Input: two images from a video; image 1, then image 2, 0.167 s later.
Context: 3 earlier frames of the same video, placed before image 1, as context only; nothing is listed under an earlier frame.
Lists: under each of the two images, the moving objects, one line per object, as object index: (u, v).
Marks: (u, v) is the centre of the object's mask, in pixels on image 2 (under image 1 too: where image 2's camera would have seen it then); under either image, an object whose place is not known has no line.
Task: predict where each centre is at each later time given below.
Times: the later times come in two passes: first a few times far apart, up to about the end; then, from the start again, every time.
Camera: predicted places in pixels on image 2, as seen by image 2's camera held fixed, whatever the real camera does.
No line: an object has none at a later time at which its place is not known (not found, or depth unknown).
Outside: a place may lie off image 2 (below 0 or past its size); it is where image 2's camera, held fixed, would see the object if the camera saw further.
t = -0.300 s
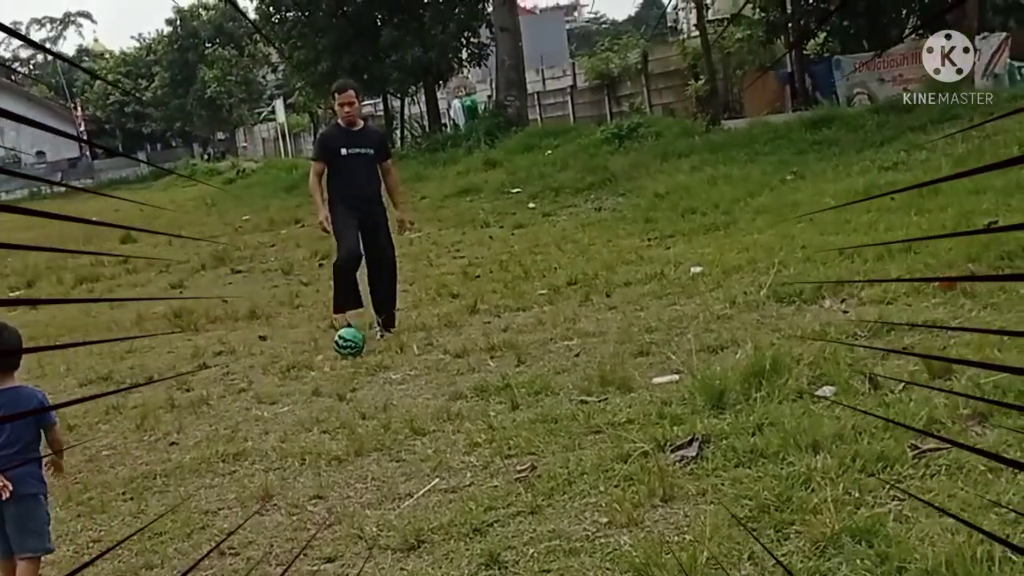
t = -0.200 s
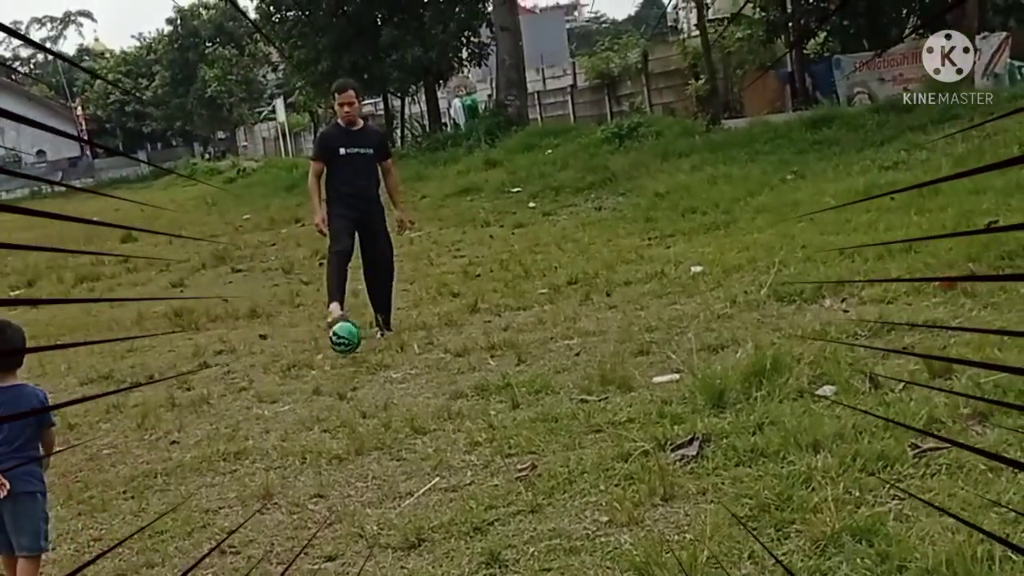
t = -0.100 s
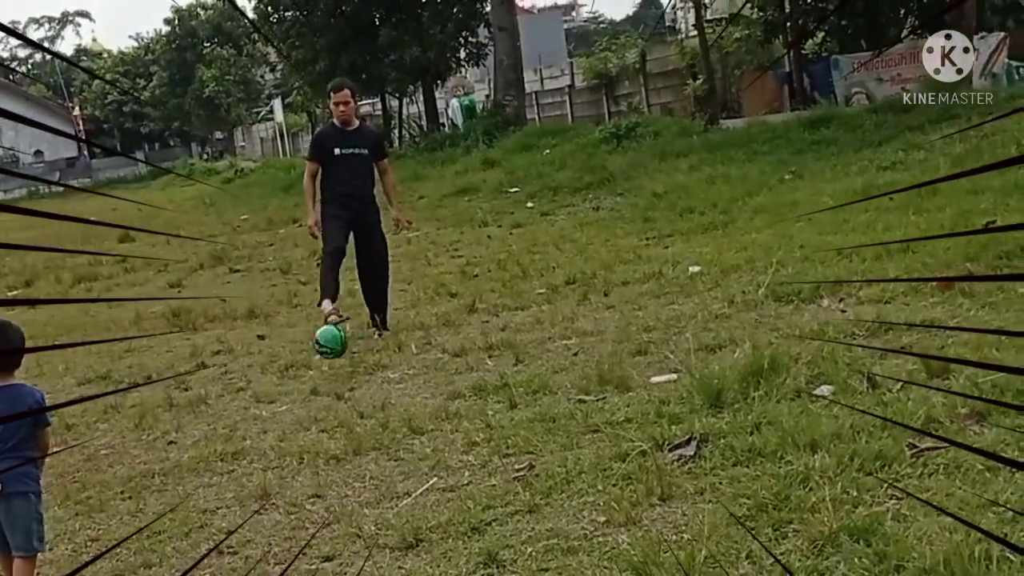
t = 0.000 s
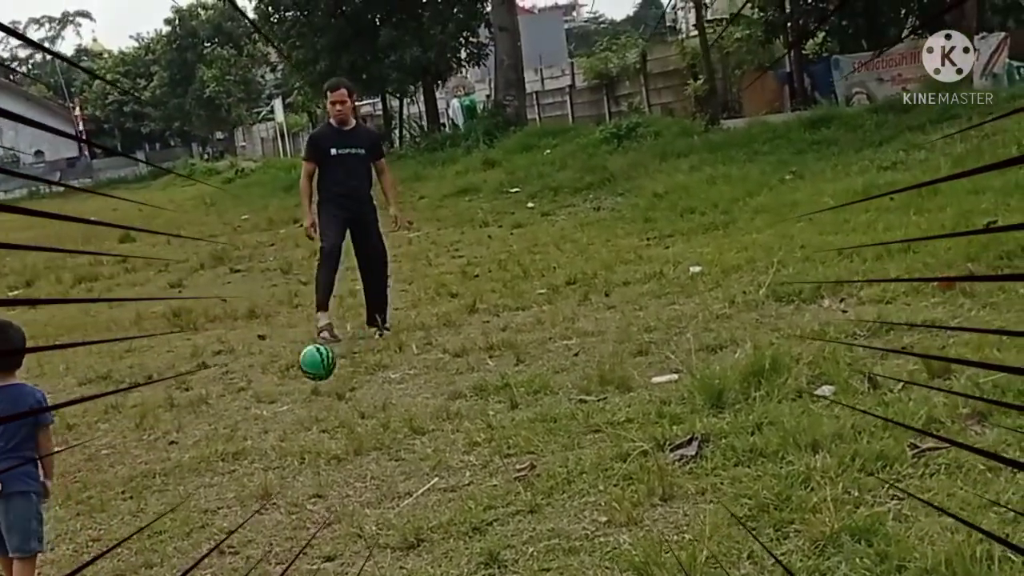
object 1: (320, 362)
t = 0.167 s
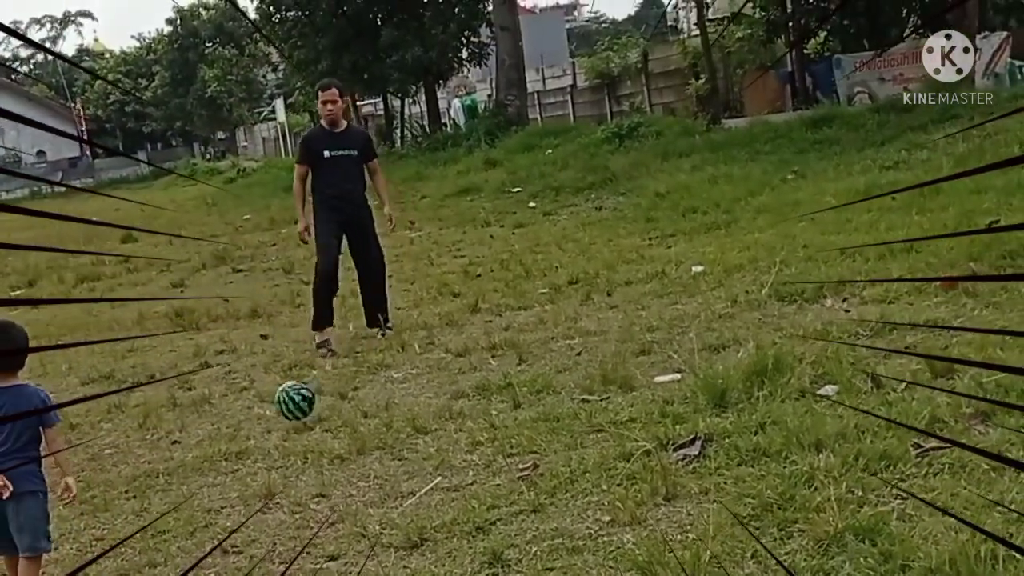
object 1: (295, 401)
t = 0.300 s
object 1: (273, 417)
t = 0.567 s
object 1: (241, 459)
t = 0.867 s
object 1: (213, 479)
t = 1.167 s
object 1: (211, 510)
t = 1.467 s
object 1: (219, 521)
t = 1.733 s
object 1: (235, 532)
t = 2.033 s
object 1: (259, 541)
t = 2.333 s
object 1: (288, 538)
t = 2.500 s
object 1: (297, 534)
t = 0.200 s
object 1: (289, 402)
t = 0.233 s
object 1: (283, 405)
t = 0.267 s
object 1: (278, 410)
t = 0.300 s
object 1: (273, 417)
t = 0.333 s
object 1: (268, 426)
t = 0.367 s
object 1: (263, 435)
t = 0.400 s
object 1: (259, 436)
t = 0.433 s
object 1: (255, 435)
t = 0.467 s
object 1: (251, 439)
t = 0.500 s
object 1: (247, 445)
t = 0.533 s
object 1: (244, 452)
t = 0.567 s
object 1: (241, 459)
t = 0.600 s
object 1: (238, 458)
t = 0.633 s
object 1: (233, 457)
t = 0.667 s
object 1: (229, 458)
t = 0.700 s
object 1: (226, 462)
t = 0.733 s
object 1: (223, 468)
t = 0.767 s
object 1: (221, 477)
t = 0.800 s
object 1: (218, 482)
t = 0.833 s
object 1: (215, 480)
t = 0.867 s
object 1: (213, 479)
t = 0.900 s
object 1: (211, 481)
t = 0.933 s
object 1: (210, 485)
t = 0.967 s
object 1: (208, 492)
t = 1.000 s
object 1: (208, 500)
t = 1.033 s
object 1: (207, 499)
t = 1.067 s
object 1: (207, 499)
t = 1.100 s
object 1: (208, 500)
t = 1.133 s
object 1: (209, 505)
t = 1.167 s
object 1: (211, 510)
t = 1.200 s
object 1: (211, 511)
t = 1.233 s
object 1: (212, 511)
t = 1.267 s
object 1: (212, 512)
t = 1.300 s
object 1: (214, 515)
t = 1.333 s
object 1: (215, 517)
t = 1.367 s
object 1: (216, 517)
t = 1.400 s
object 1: (217, 519)
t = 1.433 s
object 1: (218, 520)
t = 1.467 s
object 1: (219, 521)
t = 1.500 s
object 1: (221, 523)
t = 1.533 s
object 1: (224, 526)
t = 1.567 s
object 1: (226, 529)
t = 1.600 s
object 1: (228, 531)
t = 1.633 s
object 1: (230, 530)
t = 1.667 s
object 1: (231, 530)
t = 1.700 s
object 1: (233, 530)
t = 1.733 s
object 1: (235, 532)
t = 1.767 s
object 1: (237, 534)
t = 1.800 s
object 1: (239, 536)
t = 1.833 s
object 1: (240, 537)
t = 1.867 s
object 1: (243, 537)
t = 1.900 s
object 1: (246, 539)
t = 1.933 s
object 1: (249, 540)
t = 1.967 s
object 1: (251, 540)
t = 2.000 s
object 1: (255, 541)
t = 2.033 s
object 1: (259, 541)
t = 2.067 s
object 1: (262, 541)
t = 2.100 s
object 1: (266, 541)
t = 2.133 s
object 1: (269, 541)
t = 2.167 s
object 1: (273, 541)
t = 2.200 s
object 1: (276, 540)
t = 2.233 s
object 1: (280, 540)
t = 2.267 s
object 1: (283, 540)
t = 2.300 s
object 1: (286, 539)
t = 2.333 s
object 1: (288, 538)
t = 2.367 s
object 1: (290, 538)
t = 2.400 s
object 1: (292, 537)
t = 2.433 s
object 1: (294, 536)
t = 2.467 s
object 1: (296, 536)
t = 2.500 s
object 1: (297, 534)
